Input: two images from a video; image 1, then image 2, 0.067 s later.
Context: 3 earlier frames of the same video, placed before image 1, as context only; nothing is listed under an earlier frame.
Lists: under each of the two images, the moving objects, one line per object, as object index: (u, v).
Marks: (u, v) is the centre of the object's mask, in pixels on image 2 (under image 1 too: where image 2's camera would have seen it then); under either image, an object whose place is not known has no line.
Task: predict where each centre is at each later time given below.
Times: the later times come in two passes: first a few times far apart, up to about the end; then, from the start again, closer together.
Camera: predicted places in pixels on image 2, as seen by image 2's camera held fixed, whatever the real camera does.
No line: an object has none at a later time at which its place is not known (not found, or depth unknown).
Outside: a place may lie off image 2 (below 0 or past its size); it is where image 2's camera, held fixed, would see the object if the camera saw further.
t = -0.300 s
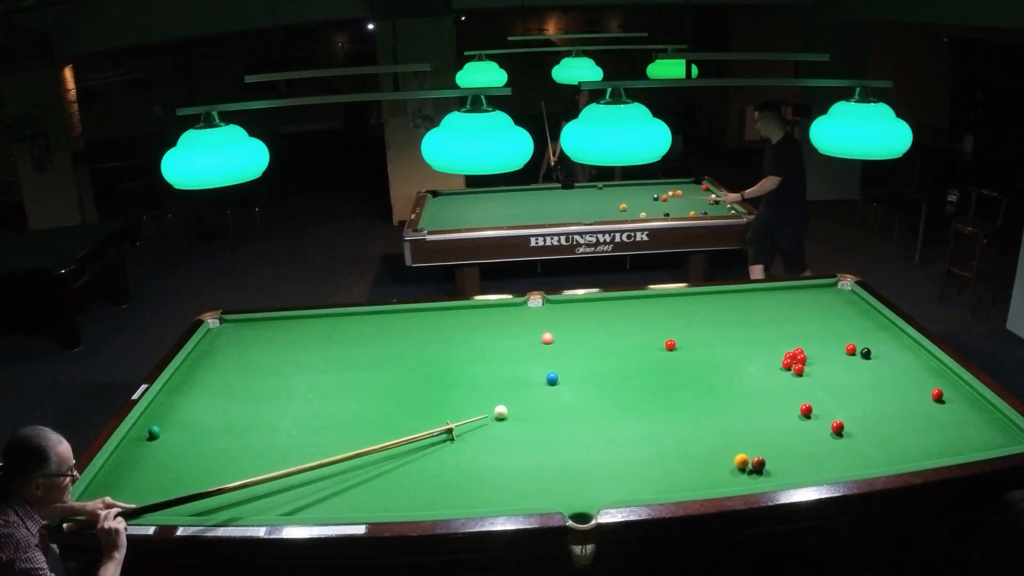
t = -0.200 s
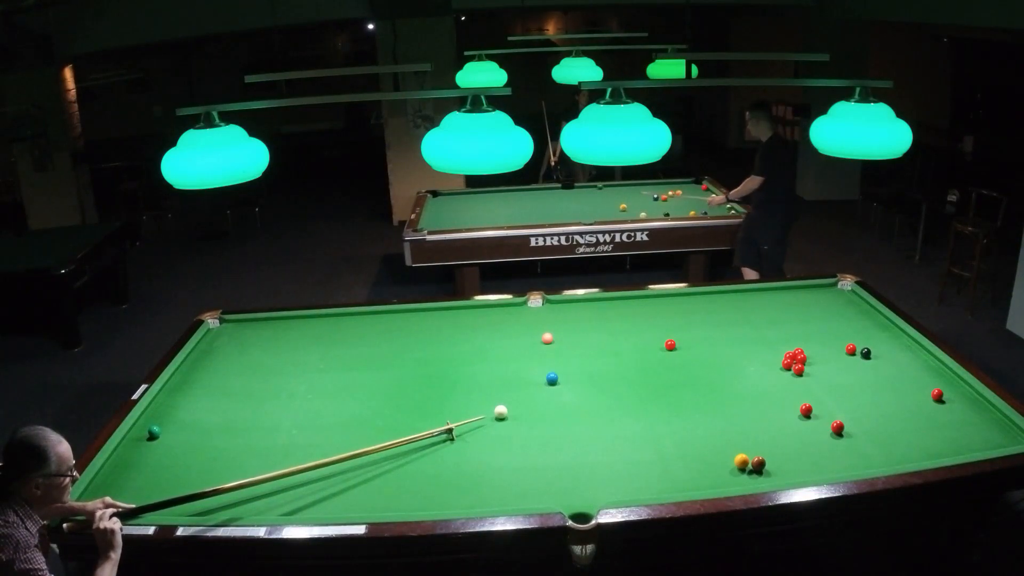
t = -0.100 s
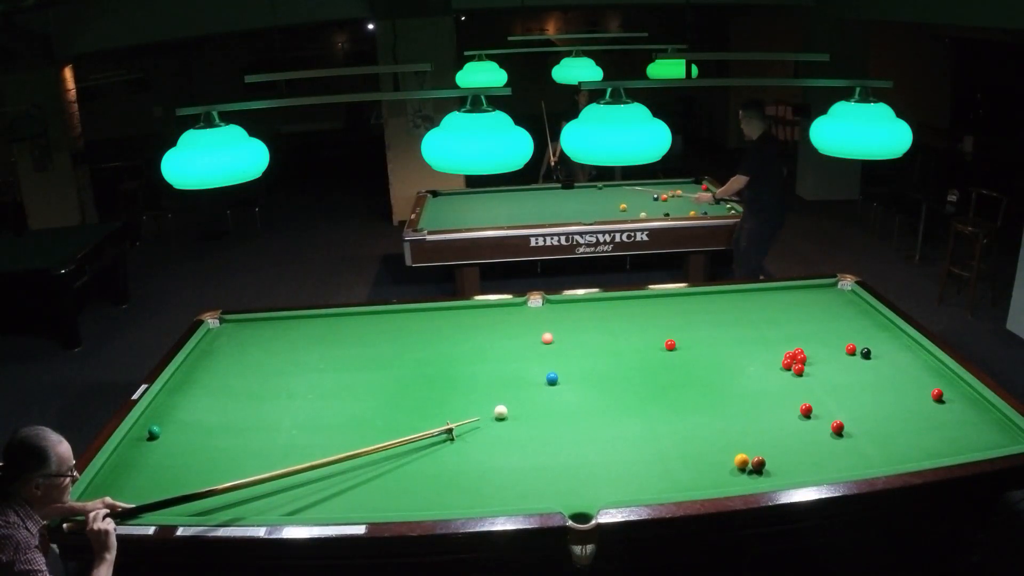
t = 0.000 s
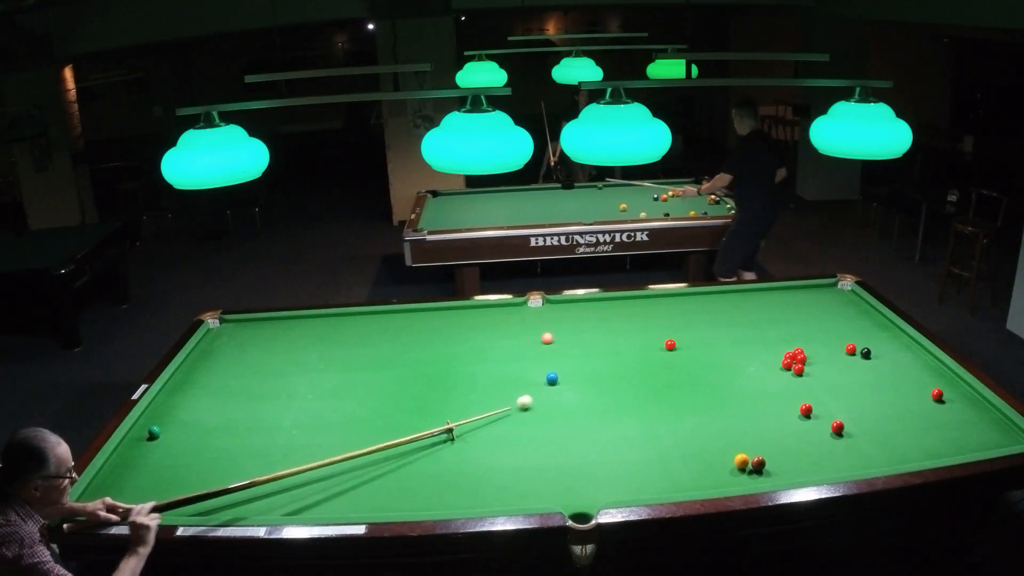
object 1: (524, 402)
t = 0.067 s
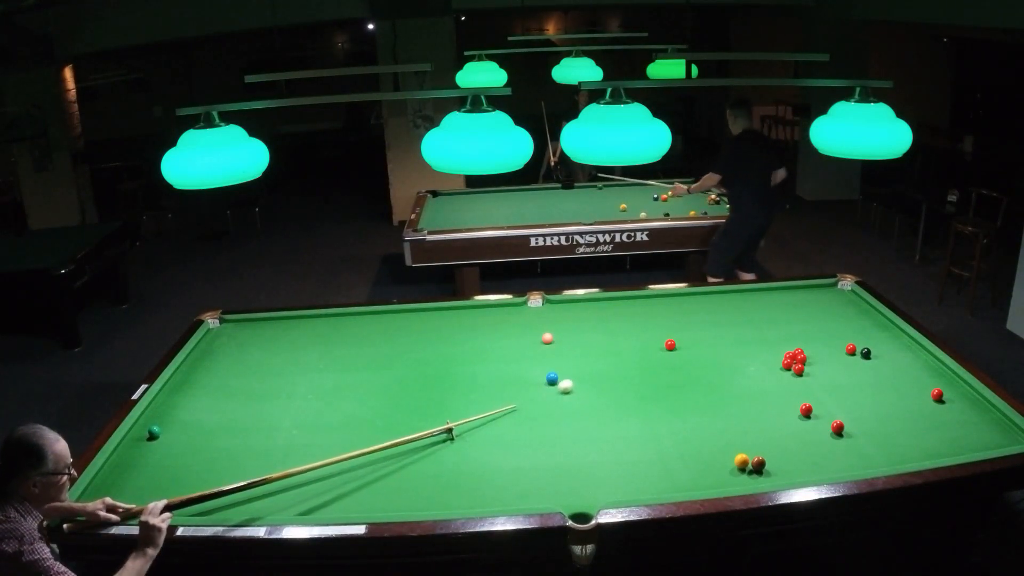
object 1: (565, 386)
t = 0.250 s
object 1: (652, 351)
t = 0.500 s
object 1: (671, 340)
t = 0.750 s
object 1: (689, 329)
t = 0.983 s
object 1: (704, 320)
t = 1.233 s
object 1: (719, 311)
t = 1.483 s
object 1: (732, 303)
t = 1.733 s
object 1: (743, 296)
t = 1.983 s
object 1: (754, 291)
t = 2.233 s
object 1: (768, 294)
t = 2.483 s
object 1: (781, 297)
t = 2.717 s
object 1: (792, 299)
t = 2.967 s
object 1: (803, 302)
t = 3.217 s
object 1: (813, 304)
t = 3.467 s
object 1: (822, 306)
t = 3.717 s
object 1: (831, 308)
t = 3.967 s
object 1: (838, 310)
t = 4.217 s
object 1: (844, 311)
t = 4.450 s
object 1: (849, 312)
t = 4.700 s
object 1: (854, 313)
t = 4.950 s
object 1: (858, 314)
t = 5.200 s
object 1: (860, 315)
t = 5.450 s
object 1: (861, 315)
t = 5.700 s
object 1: (862, 315)
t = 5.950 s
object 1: (863, 315)
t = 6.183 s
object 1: (863, 315)
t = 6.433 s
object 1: (863, 315)
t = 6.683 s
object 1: (863, 315)
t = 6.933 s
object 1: (863, 315)
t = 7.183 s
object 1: (863, 315)
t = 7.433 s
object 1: (863, 315)
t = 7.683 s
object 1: (863, 315)
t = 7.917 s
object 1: (863, 315)
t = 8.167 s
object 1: (863, 315)
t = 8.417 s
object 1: (863, 315)
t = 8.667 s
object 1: (863, 315)
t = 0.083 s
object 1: (575, 383)
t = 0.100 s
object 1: (584, 379)
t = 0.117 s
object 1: (593, 376)
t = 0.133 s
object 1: (601, 372)
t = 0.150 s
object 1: (609, 369)
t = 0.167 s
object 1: (617, 366)
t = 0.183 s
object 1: (625, 363)
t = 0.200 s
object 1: (632, 360)
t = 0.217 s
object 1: (639, 357)
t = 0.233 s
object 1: (646, 354)
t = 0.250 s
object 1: (652, 351)
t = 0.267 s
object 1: (659, 349)
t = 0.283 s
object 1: (661, 348)
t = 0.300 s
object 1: (661, 347)
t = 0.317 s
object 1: (661, 347)
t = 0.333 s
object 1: (662, 347)
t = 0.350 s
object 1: (662, 346)
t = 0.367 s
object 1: (662, 346)
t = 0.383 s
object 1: (663, 345)
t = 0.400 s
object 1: (664, 344)
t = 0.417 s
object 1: (665, 344)
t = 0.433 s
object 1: (666, 343)
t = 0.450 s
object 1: (667, 342)
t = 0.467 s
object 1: (668, 342)
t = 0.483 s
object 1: (670, 341)
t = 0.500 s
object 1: (671, 340)
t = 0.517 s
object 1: (672, 339)
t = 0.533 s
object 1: (674, 338)
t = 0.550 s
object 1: (675, 338)
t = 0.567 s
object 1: (676, 337)
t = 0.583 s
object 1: (677, 336)
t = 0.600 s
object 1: (678, 336)
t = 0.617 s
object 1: (680, 335)
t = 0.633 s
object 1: (681, 334)
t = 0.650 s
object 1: (682, 333)
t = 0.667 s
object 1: (683, 333)
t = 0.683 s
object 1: (684, 332)
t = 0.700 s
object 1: (685, 331)
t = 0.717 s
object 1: (687, 330)
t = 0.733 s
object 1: (688, 330)
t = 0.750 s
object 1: (689, 329)
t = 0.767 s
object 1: (690, 328)
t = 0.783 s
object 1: (691, 328)
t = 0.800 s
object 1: (692, 327)
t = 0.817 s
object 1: (693, 326)
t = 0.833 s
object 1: (694, 326)
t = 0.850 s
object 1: (696, 325)
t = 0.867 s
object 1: (697, 324)
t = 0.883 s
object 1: (698, 324)
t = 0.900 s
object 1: (699, 323)
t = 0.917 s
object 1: (700, 322)
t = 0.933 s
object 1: (701, 322)
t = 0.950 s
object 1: (702, 321)
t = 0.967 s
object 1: (703, 320)
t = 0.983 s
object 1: (704, 320)
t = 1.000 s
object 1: (705, 319)
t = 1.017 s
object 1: (706, 319)
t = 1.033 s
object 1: (707, 318)
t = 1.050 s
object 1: (708, 318)
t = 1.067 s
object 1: (709, 317)
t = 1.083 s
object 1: (710, 316)
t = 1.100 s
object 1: (711, 316)
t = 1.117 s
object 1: (712, 315)
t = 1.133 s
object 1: (713, 314)
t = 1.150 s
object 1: (714, 314)
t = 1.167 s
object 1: (715, 313)
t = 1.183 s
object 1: (716, 313)
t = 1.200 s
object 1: (717, 312)
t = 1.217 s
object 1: (718, 312)
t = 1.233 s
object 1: (719, 311)
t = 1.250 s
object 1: (720, 310)
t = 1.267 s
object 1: (720, 310)
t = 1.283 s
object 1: (721, 310)
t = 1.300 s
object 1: (722, 309)
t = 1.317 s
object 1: (723, 308)
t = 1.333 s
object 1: (724, 308)
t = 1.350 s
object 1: (725, 307)
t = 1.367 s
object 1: (726, 307)
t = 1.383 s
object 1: (727, 306)
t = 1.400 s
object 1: (727, 306)
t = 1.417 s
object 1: (728, 305)
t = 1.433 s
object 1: (729, 305)
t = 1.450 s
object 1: (730, 304)
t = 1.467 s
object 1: (731, 303)
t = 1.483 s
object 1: (732, 303)
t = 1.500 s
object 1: (732, 303)
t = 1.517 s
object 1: (733, 302)
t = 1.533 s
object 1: (734, 301)
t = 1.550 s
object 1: (735, 301)
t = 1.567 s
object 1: (736, 300)
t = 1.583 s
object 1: (736, 300)
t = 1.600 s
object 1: (737, 300)
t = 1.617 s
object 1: (738, 299)
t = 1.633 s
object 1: (739, 299)
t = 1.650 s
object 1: (739, 298)
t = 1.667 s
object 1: (740, 298)
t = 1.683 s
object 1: (741, 297)
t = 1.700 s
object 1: (742, 297)
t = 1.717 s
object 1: (742, 296)
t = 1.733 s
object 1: (743, 296)
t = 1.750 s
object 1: (744, 295)
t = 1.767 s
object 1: (745, 295)
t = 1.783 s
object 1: (745, 294)
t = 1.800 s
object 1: (746, 294)
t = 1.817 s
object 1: (747, 294)
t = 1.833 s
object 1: (747, 293)
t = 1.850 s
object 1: (748, 293)
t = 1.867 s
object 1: (749, 292)
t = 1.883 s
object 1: (750, 292)
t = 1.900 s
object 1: (750, 292)
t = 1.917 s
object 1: (751, 291)
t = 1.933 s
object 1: (751, 291)
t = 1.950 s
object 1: (753, 291)
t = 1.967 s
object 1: (753, 291)
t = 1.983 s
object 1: (754, 291)
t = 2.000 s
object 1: (755, 291)
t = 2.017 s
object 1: (756, 292)
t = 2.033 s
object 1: (757, 292)
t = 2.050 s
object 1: (758, 292)
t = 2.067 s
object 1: (759, 292)
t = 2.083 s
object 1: (760, 292)
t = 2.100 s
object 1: (761, 292)
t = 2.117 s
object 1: (761, 293)
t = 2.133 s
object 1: (762, 293)
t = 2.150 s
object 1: (763, 293)
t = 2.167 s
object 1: (764, 293)
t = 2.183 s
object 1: (765, 293)
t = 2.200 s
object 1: (766, 294)
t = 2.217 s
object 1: (767, 294)
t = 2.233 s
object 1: (768, 294)
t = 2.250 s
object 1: (769, 294)
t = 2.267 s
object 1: (770, 294)
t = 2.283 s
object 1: (770, 295)
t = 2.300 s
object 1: (771, 295)
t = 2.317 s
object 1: (772, 295)
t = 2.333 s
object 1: (773, 295)
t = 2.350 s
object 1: (774, 295)
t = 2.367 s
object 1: (775, 296)
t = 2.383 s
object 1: (776, 296)
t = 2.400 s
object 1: (776, 296)
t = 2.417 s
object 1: (777, 296)
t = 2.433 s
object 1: (778, 296)
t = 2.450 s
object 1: (779, 297)
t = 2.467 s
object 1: (780, 297)
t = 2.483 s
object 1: (781, 297)
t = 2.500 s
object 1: (781, 297)
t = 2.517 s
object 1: (782, 297)
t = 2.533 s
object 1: (783, 297)
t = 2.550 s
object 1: (784, 298)
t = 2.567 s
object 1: (785, 298)
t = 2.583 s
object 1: (785, 298)
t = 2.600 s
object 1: (786, 298)
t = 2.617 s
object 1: (787, 298)
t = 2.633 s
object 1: (788, 299)
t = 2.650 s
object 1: (789, 299)
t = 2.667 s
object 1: (789, 299)
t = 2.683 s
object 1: (790, 299)
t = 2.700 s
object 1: (791, 299)
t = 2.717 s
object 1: (792, 299)
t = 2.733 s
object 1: (793, 300)
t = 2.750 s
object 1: (793, 300)
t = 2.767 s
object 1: (794, 300)
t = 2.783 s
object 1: (795, 300)
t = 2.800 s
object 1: (796, 300)
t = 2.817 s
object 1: (796, 300)
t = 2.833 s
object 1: (797, 301)
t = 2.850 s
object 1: (798, 301)
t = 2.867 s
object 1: (799, 301)
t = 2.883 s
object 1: (799, 301)
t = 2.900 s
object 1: (800, 301)
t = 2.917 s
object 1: (801, 301)
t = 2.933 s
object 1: (801, 302)
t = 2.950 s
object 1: (802, 302)
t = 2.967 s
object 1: (803, 302)
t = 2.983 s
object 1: (804, 302)
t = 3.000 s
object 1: (804, 302)
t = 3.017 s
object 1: (805, 302)
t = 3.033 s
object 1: (806, 303)
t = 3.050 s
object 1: (807, 303)
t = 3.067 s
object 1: (807, 303)
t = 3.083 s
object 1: (808, 303)
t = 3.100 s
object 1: (808, 303)
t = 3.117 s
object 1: (809, 303)
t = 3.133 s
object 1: (810, 303)
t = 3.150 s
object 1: (810, 304)
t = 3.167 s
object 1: (811, 304)
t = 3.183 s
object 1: (812, 304)
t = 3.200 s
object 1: (813, 304)
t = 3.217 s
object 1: (813, 304)
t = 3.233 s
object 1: (814, 304)
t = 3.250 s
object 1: (815, 304)
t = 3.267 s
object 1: (815, 305)
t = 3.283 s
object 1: (816, 305)
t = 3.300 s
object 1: (816, 305)
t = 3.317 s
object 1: (817, 305)
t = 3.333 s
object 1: (818, 305)
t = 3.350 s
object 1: (818, 305)
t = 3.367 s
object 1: (819, 305)
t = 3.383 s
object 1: (820, 306)
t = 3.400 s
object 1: (820, 306)
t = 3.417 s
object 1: (821, 306)
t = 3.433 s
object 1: (821, 306)
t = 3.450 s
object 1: (822, 306)
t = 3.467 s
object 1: (822, 306)
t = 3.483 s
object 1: (823, 306)
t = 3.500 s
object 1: (824, 307)
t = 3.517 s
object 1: (824, 307)
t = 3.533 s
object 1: (825, 307)
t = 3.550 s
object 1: (825, 307)
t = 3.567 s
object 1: (826, 307)
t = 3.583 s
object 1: (826, 307)
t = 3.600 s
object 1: (827, 307)
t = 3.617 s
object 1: (828, 307)
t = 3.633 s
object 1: (828, 308)
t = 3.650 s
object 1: (829, 308)
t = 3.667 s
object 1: (829, 308)
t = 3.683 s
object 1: (830, 308)
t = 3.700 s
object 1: (830, 308)
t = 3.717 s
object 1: (831, 308)
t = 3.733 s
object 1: (831, 308)
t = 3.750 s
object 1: (832, 308)
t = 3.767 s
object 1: (832, 308)
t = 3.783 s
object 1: (833, 309)
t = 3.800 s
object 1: (833, 309)
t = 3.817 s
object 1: (834, 309)
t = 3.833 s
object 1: (834, 309)
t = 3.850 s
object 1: (835, 309)
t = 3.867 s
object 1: (835, 309)
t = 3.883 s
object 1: (836, 309)
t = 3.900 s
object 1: (836, 309)
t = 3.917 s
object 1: (837, 309)
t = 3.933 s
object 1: (837, 310)
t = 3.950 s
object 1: (838, 310)
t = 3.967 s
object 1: (838, 310)
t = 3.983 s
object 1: (838, 310)
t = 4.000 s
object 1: (839, 310)
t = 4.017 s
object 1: (839, 310)
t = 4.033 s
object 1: (840, 310)
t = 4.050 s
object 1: (840, 310)
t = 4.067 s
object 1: (841, 310)
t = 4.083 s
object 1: (841, 310)
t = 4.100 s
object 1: (842, 311)
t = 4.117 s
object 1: (842, 311)
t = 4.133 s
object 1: (842, 311)
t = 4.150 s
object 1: (843, 311)
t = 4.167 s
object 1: (843, 311)
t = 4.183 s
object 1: (843, 311)
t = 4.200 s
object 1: (844, 311)
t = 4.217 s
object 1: (844, 311)
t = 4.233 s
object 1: (845, 311)
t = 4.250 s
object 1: (845, 311)
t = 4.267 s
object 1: (845, 312)
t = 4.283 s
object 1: (846, 312)
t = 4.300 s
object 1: (846, 312)
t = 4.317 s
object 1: (847, 312)
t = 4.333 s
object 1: (847, 312)
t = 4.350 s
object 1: (847, 312)
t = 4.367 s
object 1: (848, 312)
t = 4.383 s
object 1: (848, 312)
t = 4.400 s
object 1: (848, 312)
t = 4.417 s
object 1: (849, 312)
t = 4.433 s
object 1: (849, 312)
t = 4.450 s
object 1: (849, 312)
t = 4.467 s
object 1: (850, 313)
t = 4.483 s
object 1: (850, 313)
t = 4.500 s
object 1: (850, 313)
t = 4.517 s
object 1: (851, 313)
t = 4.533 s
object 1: (851, 313)
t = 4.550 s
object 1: (851, 313)
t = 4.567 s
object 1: (852, 313)
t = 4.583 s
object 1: (852, 313)
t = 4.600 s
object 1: (852, 313)
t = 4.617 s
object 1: (853, 313)
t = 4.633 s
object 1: (853, 313)
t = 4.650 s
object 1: (853, 313)
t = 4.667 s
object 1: (853, 313)
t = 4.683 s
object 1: (854, 313)
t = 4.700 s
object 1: (854, 313)
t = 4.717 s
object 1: (854, 313)
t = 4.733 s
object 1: (855, 313)
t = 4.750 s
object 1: (855, 313)
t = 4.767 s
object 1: (855, 314)
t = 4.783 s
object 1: (855, 314)
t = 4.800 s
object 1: (856, 314)
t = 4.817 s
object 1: (856, 314)
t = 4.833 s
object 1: (856, 314)
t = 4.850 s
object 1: (856, 314)
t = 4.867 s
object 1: (856, 314)
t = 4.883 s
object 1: (857, 314)
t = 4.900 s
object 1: (857, 314)
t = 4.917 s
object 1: (857, 314)
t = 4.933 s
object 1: (857, 314)
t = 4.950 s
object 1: (858, 314)
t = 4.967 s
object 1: (858, 314)
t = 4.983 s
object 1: (858, 314)
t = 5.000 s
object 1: (858, 314)
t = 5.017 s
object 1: (858, 314)
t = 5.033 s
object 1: (858, 314)
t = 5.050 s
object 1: (859, 315)
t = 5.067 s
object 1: (859, 315)
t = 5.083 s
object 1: (859, 315)
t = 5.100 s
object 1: (859, 315)
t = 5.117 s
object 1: (859, 315)
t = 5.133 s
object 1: (859, 315)
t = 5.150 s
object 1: (860, 315)
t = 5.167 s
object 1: (860, 315)
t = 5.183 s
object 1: (860, 315)
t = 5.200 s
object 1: (860, 315)
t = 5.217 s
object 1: (860, 315)
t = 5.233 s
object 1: (860, 315)
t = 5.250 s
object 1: (860, 315)
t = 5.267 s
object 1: (861, 315)
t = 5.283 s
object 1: (861, 315)
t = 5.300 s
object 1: (861, 315)
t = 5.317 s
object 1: (861, 315)
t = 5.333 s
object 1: (861, 315)
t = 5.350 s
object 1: (861, 315)
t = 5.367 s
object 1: (861, 315)
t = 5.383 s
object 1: (861, 315)
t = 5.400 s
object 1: (861, 315)
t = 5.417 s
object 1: (861, 315)
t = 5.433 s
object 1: (862, 315)
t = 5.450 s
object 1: (861, 315)
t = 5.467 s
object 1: (862, 315)
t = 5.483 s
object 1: (862, 315)
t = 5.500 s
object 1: (862, 315)
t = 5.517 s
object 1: (862, 315)
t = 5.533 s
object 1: (862, 315)
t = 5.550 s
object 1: (862, 315)
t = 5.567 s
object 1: (862, 315)
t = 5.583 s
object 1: (862, 315)
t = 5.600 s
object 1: (862, 315)
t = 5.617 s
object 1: (862, 315)
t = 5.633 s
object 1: (862, 315)
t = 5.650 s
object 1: (862, 315)
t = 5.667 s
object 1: (862, 315)
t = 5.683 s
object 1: (862, 315)
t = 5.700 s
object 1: (862, 315)
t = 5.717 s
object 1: (863, 315)
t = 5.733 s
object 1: (863, 315)
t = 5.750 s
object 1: (863, 315)
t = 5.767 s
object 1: (863, 315)
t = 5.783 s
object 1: (863, 315)
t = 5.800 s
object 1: (863, 315)
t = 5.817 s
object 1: (863, 315)
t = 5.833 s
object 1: (863, 315)
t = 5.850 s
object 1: (863, 315)
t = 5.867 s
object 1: (863, 315)
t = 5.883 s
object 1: (863, 315)
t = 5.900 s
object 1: (863, 315)
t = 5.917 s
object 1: (863, 315)
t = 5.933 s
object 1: (863, 315)
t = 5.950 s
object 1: (863, 315)
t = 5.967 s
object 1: (863, 315)
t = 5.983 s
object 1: (863, 315)
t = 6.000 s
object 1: (863, 315)
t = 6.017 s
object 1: (863, 315)
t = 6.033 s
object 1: (863, 315)
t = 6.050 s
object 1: (863, 315)
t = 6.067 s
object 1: (863, 315)
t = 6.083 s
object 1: (863, 315)
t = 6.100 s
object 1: (863, 315)
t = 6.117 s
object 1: (863, 315)
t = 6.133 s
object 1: (863, 315)
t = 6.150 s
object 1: (863, 315)
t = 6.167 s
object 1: (863, 315)
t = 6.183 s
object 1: (863, 315)
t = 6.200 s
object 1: (863, 315)
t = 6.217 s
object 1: (863, 315)
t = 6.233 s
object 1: (863, 315)
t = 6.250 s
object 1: (863, 315)
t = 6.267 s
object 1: (863, 315)
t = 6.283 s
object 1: (863, 315)
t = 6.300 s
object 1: (863, 315)
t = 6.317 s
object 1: (863, 315)
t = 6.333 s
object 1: (863, 315)
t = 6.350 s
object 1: (863, 315)
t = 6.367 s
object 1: (863, 315)
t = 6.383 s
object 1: (863, 315)
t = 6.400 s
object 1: (863, 315)
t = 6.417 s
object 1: (863, 315)
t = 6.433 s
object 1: (863, 315)
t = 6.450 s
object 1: (863, 315)
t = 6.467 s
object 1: (863, 315)
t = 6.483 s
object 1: (863, 315)
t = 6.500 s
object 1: (863, 315)
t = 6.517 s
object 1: (863, 315)
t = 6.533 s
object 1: (863, 315)
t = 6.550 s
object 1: (863, 315)
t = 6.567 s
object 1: (863, 315)
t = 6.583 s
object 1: (863, 315)
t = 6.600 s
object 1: (863, 315)
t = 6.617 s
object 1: (863, 315)
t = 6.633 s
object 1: (863, 315)
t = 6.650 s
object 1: (863, 315)
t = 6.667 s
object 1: (863, 315)
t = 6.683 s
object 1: (863, 315)
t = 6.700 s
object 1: (863, 315)
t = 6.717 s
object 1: (863, 315)
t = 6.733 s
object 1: (863, 315)
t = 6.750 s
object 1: (863, 315)
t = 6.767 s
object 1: (863, 315)
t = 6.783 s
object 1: (863, 315)
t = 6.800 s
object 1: (863, 315)
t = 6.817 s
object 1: (863, 315)
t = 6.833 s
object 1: (863, 315)
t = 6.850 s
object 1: (863, 315)
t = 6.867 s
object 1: (863, 315)
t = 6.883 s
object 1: (863, 315)
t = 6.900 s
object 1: (863, 315)
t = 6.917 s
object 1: (863, 315)
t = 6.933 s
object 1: (863, 315)
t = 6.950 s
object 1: (863, 315)
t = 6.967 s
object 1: (863, 315)
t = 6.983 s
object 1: (863, 315)
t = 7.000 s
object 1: (863, 315)
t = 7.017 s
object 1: (863, 315)
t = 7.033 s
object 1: (863, 315)
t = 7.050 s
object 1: (863, 315)
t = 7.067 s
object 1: (863, 315)
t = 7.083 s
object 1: (863, 315)
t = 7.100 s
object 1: (863, 315)
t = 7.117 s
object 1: (863, 315)
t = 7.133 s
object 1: (863, 315)
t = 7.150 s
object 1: (863, 315)
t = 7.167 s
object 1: (863, 315)
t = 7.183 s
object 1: (863, 315)
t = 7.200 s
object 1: (863, 315)
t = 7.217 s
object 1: (863, 315)
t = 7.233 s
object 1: (863, 315)
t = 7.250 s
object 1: (863, 315)
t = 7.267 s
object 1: (863, 315)
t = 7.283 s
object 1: (863, 315)
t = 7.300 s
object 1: (863, 315)
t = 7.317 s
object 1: (863, 315)
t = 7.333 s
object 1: (863, 315)
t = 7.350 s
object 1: (863, 315)
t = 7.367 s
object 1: (863, 315)
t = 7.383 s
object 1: (863, 315)
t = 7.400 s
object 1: (863, 315)
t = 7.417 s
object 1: (863, 315)
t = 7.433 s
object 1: (863, 315)
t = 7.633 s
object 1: (863, 315)
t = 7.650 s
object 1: (863, 315)
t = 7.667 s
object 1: (863, 315)
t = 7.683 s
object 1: (863, 315)
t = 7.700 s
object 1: (863, 315)
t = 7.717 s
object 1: (863, 315)
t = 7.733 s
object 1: (863, 315)
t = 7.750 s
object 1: (863, 315)
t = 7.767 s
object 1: (863, 315)
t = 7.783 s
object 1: (863, 315)
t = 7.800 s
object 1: (863, 315)
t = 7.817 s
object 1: (863, 315)
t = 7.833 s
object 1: (863, 315)
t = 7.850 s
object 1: (863, 315)
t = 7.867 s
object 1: (863, 315)
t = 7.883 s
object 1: (863, 315)
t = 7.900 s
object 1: (863, 315)
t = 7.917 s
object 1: (863, 315)
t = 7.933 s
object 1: (863, 315)
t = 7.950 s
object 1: (863, 315)
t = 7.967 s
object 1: (863, 315)
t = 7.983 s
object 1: (863, 315)
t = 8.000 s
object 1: (863, 315)
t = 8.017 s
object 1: (863, 315)
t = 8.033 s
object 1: (863, 315)
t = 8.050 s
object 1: (863, 315)
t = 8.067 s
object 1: (863, 315)
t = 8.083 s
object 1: (863, 315)
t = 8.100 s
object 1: (863, 315)
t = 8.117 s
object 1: (863, 315)
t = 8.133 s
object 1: (863, 315)
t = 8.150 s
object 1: (863, 315)
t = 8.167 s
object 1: (863, 315)
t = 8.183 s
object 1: (863, 315)
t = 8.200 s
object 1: (863, 315)
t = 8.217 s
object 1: (863, 315)
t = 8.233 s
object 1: (863, 315)
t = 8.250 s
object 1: (863, 315)
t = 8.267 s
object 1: (863, 315)
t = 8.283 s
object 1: (863, 315)
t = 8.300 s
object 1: (863, 315)
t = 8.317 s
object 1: (863, 315)
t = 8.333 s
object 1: (863, 315)
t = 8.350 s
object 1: (863, 315)
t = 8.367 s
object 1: (863, 315)
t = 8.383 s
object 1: (863, 315)
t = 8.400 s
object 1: (863, 315)
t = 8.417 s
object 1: (863, 315)
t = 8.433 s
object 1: (863, 315)
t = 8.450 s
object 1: (863, 315)
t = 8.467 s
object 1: (863, 315)
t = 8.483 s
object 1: (863, 315)
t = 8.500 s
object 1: (863, 315)
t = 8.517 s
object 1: (863, 315)
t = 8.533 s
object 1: (863, 315)
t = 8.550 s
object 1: (863, 315)
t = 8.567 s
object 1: (863, 315)
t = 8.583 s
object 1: (863, 315)
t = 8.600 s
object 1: (863, 315)
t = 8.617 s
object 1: (863, 315)
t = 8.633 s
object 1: (863, 315)
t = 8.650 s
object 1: (863, 315)
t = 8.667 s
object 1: (863, 315)
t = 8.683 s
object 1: (863, 315)
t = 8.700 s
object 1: (863, 315)
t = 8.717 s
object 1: (863, 315)
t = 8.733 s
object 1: (863, 315)
